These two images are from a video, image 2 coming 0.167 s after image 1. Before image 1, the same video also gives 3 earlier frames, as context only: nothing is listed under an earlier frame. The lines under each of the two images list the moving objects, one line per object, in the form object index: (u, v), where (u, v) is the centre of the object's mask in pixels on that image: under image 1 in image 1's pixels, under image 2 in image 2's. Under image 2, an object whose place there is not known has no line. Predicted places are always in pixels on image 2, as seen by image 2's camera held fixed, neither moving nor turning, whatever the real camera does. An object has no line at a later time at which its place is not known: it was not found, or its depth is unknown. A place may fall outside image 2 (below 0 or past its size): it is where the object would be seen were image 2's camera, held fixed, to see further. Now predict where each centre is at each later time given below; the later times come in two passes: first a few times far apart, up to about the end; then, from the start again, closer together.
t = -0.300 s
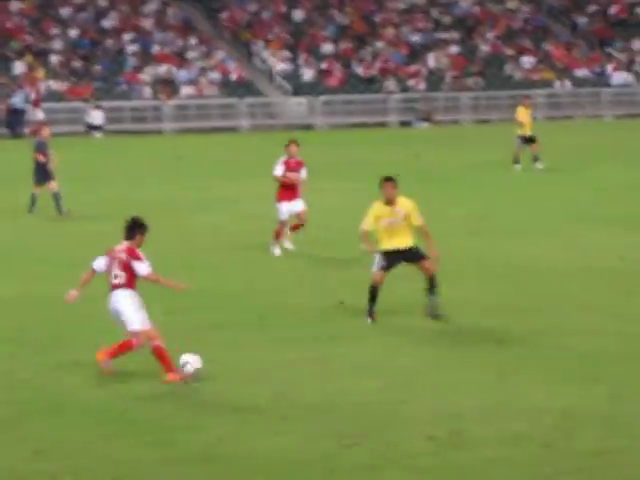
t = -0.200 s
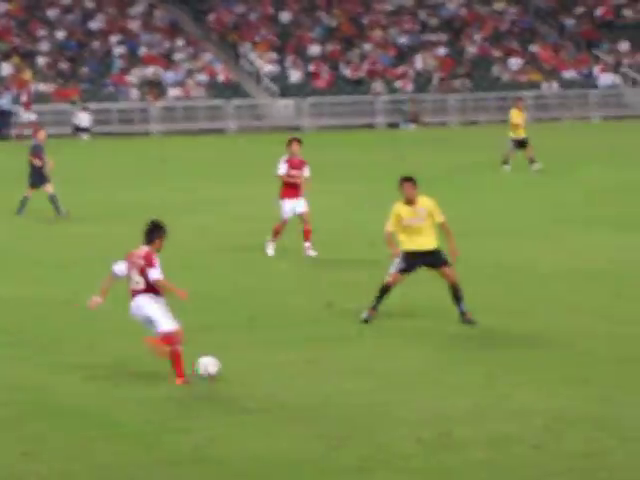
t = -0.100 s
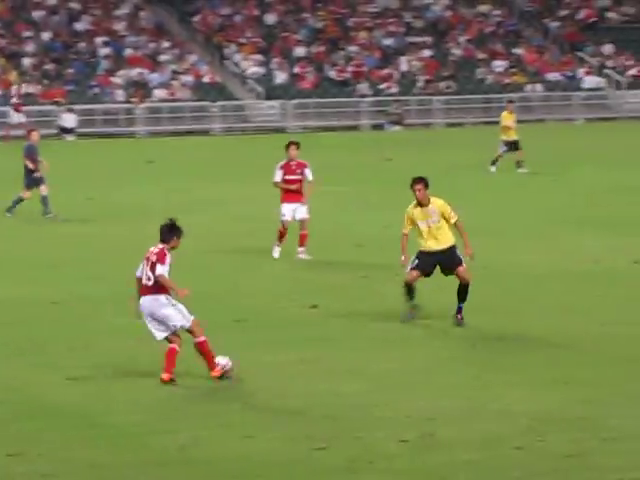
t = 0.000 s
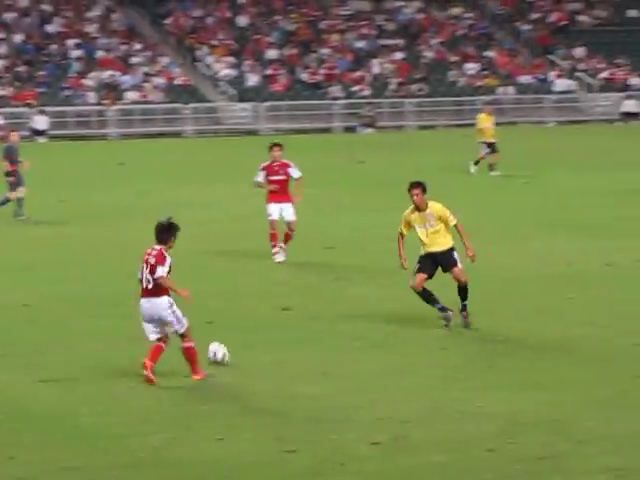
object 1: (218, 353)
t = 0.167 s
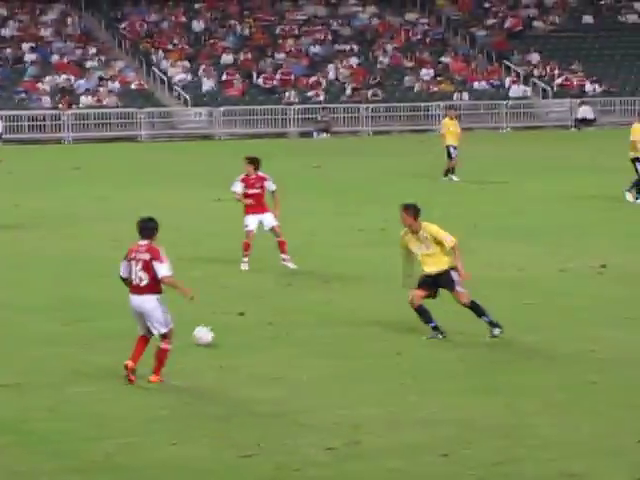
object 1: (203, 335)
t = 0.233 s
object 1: (213, 326)
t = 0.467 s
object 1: (246, 305)
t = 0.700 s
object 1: (272, 290)
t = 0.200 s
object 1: (208, 330)
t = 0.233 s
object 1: (213, 326)
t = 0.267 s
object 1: (219, 322)
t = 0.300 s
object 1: (224, 319)
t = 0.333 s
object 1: (229, 316)
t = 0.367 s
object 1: (233, 313)
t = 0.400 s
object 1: (238, 310)
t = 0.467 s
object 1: (246, 305)
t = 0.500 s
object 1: (250, 303)
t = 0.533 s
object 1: (255, 300)
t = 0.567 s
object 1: (258, 298)
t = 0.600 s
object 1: (262, 295)
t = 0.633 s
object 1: (265, 293)
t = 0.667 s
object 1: (269, 291)
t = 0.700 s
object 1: (272, 290)
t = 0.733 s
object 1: (275, 289)
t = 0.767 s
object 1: (279, 287)
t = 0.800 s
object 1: (282, 284)
